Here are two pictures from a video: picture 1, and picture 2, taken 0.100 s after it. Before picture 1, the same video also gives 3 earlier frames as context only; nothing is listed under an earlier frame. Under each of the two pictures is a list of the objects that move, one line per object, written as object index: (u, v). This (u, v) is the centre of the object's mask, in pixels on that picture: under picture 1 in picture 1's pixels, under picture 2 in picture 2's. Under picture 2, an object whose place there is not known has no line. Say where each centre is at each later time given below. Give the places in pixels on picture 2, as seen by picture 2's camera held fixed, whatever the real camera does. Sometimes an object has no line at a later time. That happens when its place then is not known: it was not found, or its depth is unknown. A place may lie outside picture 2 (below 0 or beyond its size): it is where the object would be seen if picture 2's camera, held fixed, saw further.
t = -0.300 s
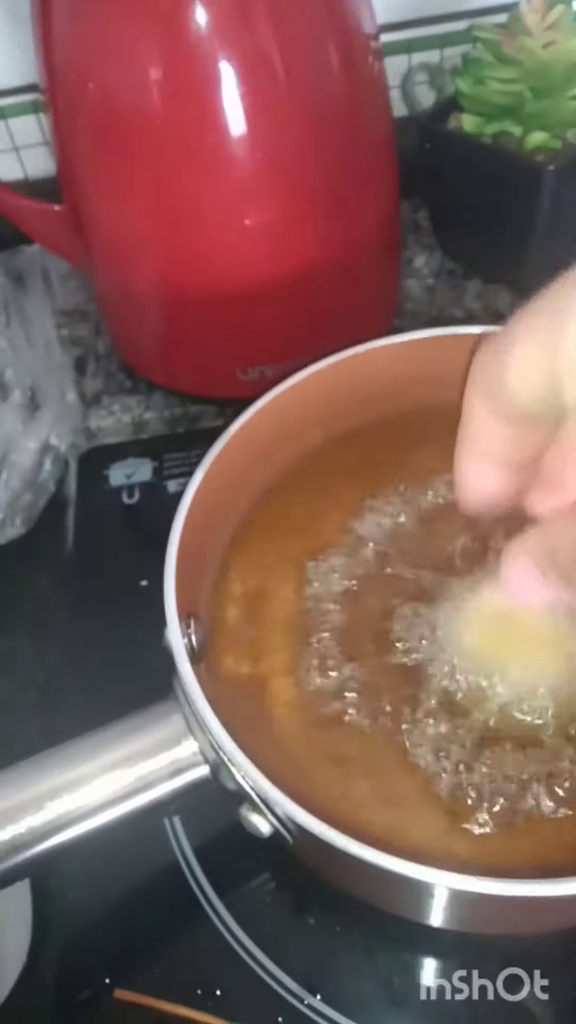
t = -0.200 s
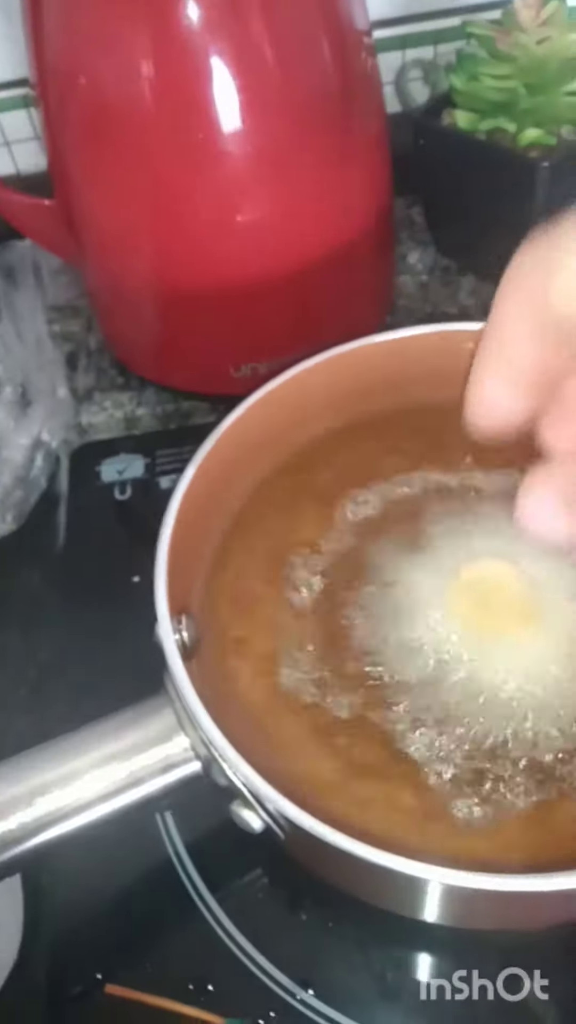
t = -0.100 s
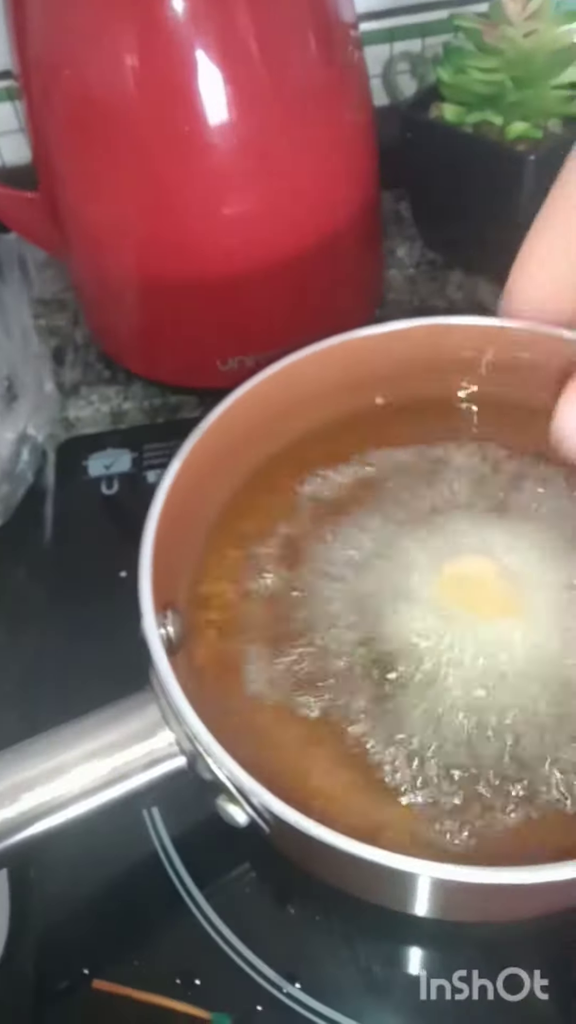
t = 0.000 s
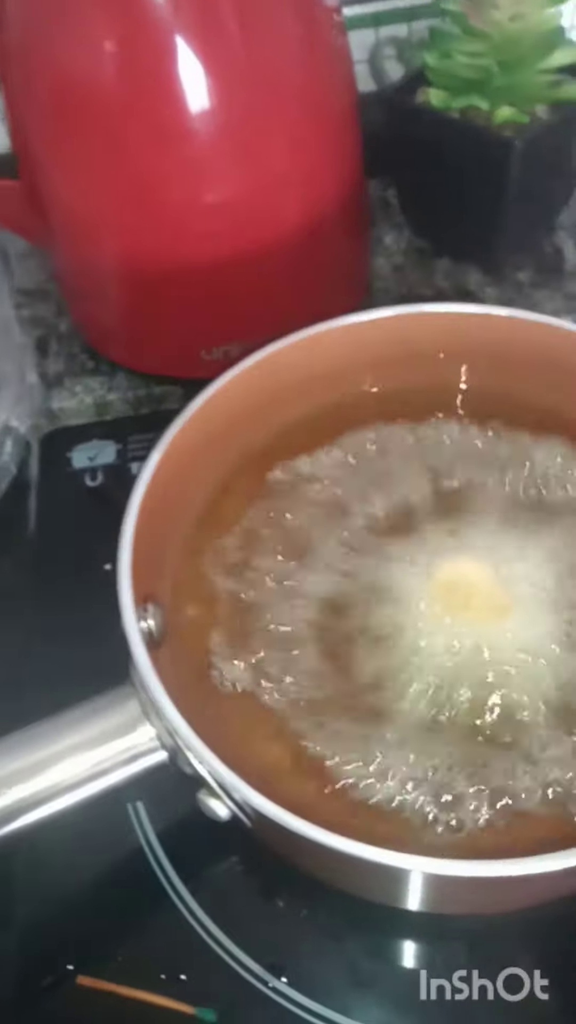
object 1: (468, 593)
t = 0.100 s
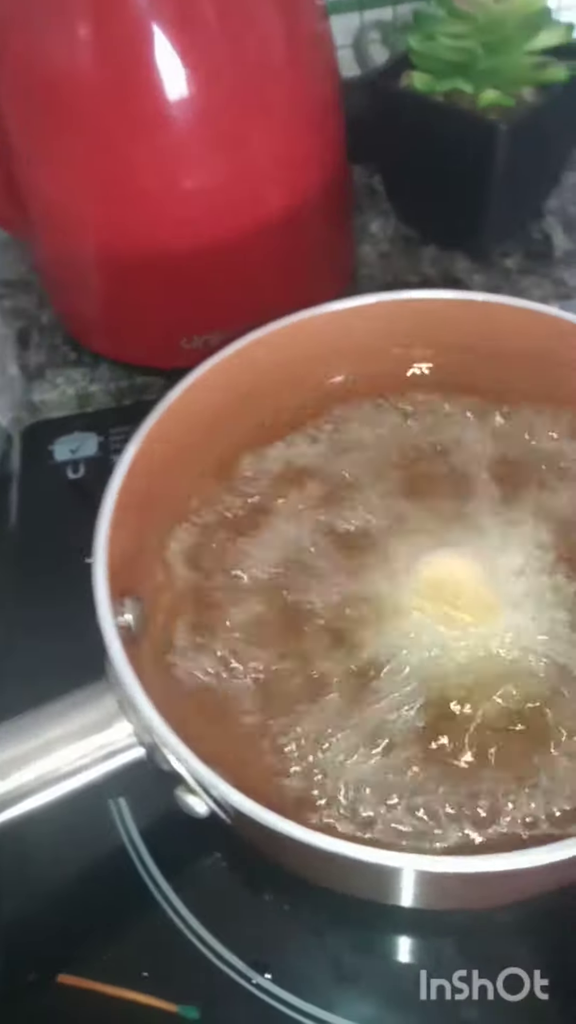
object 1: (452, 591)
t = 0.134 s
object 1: (453, 592)
